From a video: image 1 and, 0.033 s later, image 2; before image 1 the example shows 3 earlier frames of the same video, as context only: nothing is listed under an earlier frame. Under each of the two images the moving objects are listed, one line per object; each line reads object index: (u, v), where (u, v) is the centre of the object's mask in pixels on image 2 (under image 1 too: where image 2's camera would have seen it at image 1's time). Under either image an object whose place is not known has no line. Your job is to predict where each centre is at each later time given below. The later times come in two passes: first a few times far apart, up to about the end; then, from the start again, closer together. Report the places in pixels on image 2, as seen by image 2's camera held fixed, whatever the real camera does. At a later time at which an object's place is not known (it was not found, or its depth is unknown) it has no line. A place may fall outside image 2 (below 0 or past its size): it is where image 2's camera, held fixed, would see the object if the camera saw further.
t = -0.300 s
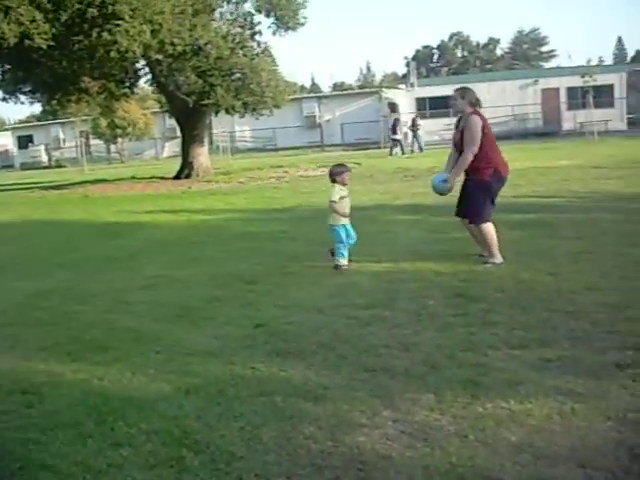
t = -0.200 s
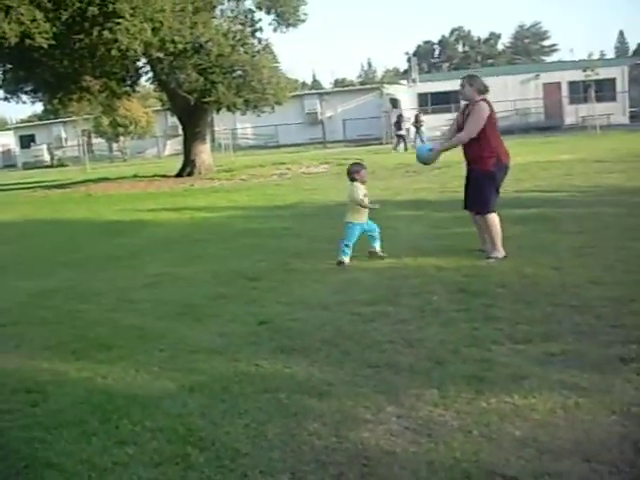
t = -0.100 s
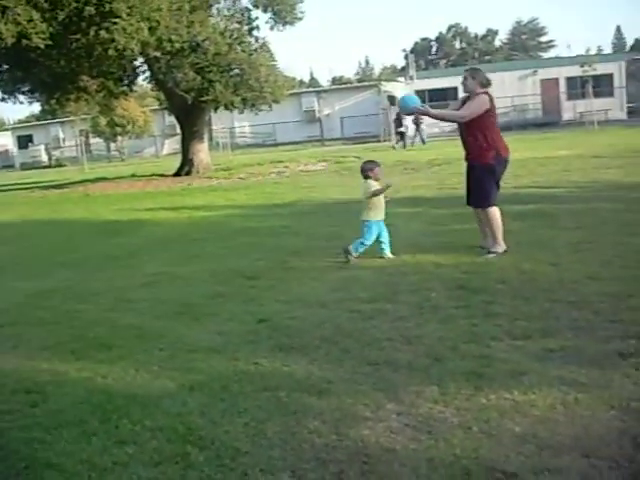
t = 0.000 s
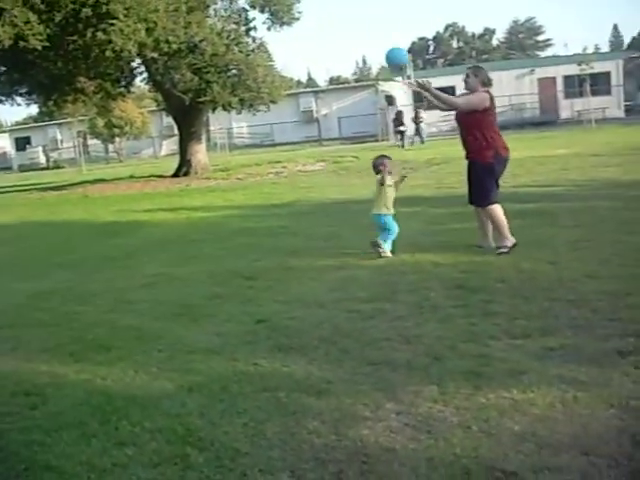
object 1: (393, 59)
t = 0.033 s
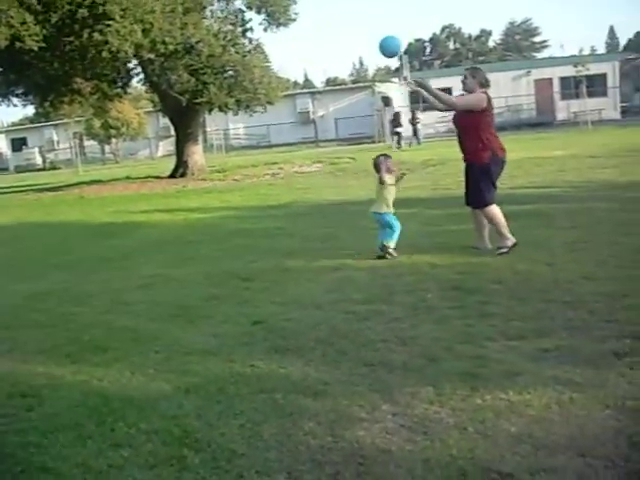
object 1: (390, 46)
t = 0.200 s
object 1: (376, 3)
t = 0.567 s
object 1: (357, 12)
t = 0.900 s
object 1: (352, 147)
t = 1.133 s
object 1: (350, 244)
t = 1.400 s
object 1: (334, 174)
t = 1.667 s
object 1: (325, 181)
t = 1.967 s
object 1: (323, 257)
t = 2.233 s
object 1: (312, 235)
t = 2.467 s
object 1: (305, 261)
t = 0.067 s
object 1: (387, 35)
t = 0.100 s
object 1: (384, 24)
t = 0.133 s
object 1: (381, 15)
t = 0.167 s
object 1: (379, 7)
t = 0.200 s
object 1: (376, 3)
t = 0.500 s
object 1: (359, 6)
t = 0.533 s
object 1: (358, 8)
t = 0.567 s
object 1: (357, 12)
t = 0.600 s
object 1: (355, 18)
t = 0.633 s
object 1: (354, 27)
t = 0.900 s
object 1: (352, 147)
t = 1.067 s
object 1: (354, 257)
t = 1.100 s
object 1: (354, 258)
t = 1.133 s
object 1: (350, 244)
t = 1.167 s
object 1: (348, 230)
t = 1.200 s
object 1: (345, 219)
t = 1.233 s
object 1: (343, 208)
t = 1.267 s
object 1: (341, 199)
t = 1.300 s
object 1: (340, 191)
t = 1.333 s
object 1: (336, 184)
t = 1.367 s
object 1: (335, 178)
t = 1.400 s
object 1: (334, 174)
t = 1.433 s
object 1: (332, 170)
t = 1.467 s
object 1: (331, 168)
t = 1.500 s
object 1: (329, 167)
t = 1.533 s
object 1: (329, 168)
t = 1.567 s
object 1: (327, 169)
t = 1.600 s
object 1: (326, 172)
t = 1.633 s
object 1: (326, 176)
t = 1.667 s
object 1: (325, 181)
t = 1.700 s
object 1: (324, 188)
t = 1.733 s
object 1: (324, 195)
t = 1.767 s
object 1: (323, 204)
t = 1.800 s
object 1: (324, 213)
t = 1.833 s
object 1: (324, 224)
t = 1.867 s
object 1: (324, 237)
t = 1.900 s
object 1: (325, 250)
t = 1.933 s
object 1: (325, 262)
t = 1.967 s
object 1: (323, 257)
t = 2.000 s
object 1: (321, 251)
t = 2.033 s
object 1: (320, 245)
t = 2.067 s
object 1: (318, 241)
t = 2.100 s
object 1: (316, 237)
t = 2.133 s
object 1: (315, 235)
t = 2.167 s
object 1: (314, 234)
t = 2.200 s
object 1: (313, 234)
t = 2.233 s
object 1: (312, 235)
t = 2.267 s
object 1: (311, 238)
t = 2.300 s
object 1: (310, 241)
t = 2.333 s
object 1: (309, 247)
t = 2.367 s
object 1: (309, 253)
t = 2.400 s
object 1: (307, 261)
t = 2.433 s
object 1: (306, 263)
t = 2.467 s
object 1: (305, 261)
